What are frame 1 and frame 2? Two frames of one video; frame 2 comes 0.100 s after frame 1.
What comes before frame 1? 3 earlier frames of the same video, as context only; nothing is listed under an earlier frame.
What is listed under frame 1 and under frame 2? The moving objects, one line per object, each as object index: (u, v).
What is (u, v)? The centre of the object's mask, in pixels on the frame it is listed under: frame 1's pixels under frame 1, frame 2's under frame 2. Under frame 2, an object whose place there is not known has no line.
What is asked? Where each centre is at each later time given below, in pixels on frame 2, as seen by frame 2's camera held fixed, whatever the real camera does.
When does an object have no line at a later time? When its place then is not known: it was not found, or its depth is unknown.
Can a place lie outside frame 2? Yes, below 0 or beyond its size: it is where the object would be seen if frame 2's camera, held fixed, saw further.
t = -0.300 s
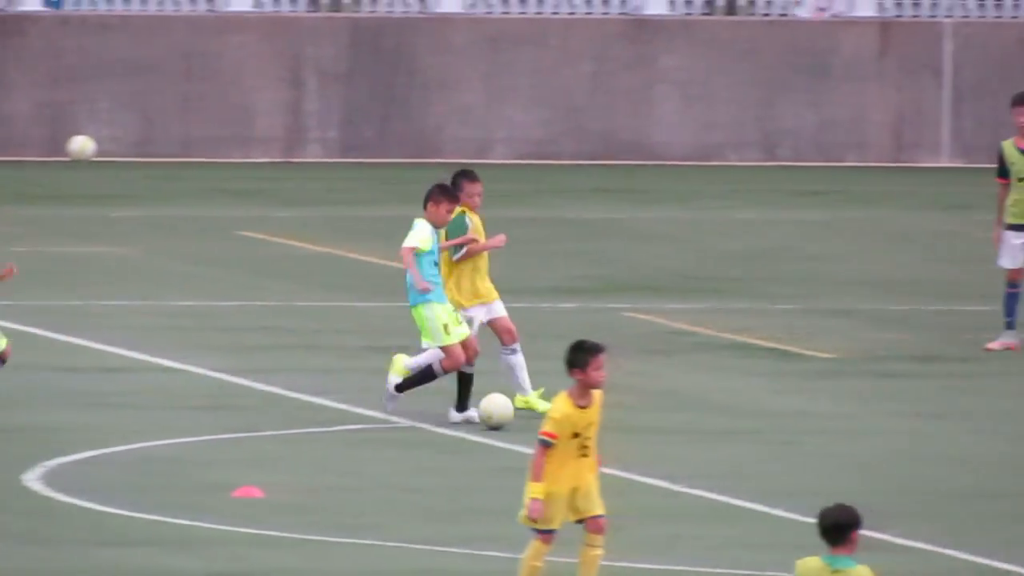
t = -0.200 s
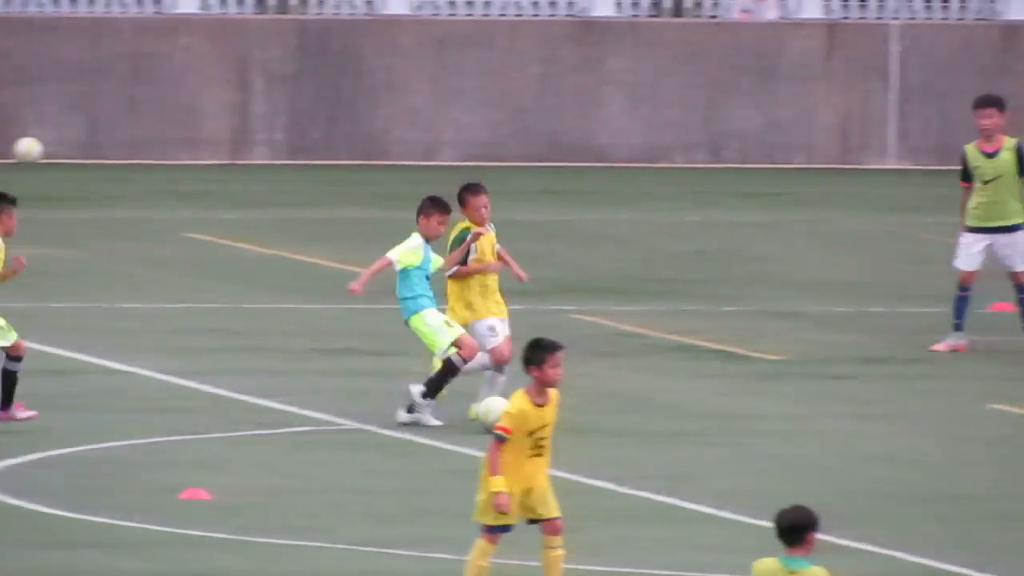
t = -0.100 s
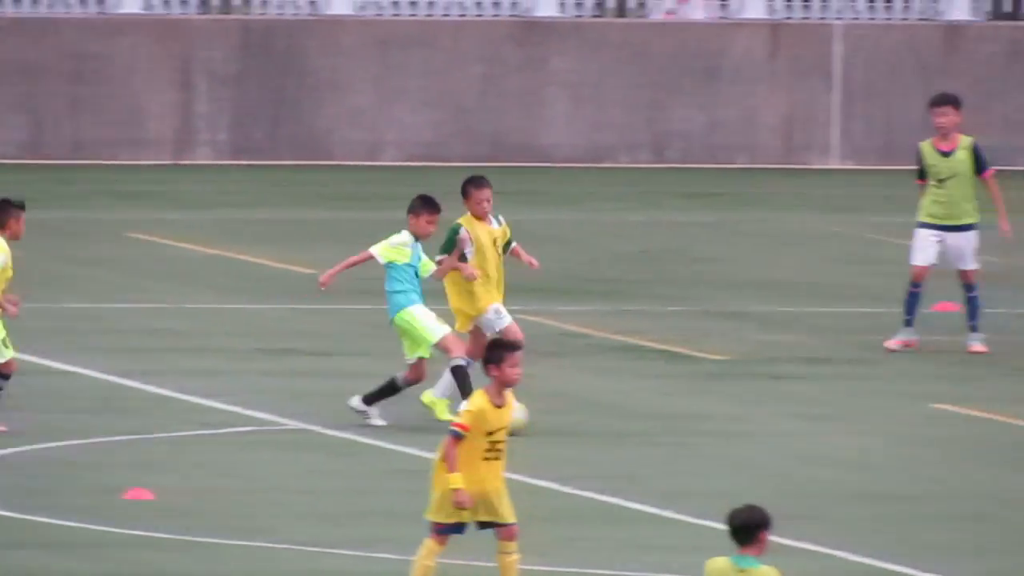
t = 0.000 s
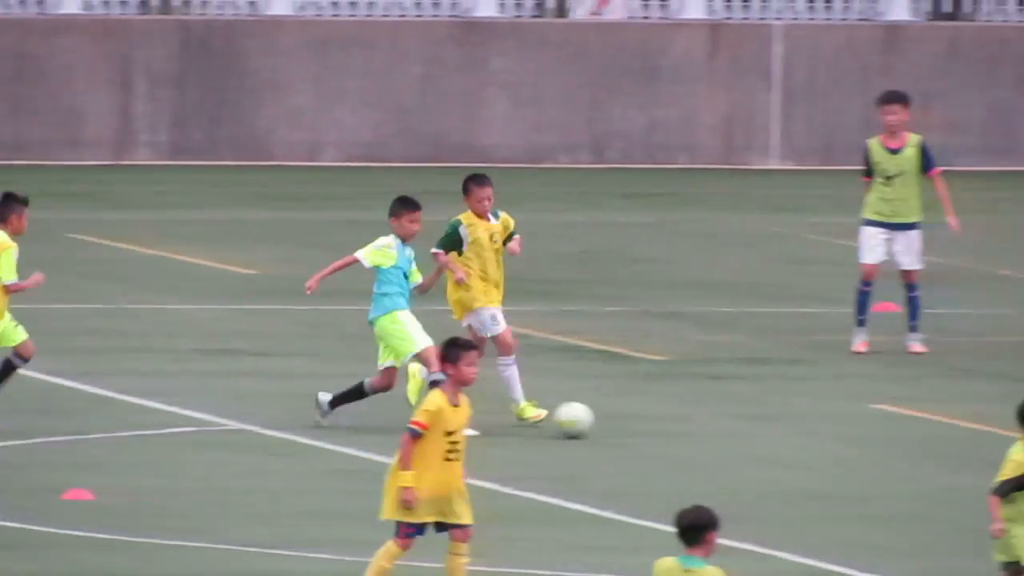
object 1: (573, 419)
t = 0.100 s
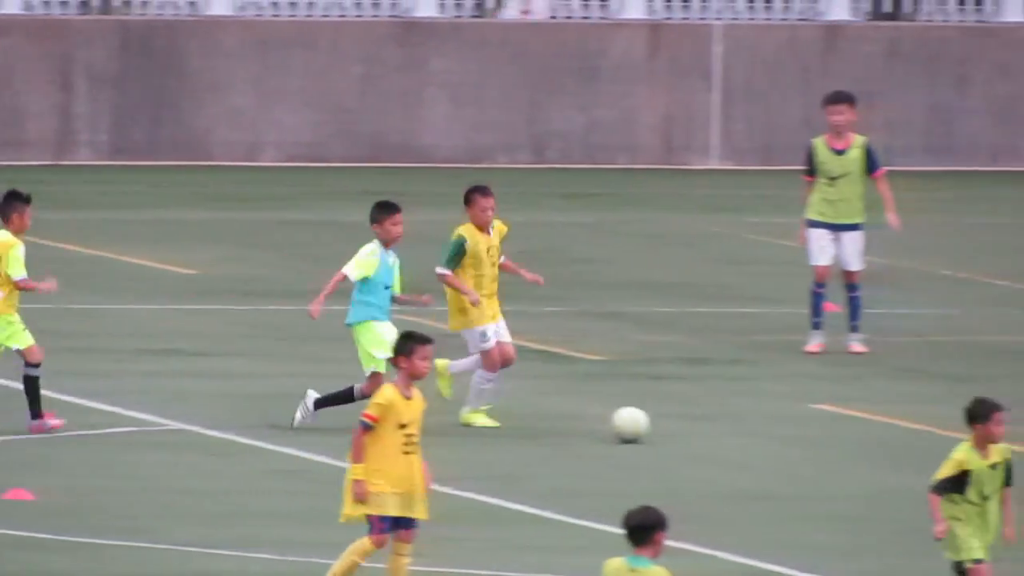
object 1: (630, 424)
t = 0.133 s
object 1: (663, 424)
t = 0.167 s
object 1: (695, 425)
